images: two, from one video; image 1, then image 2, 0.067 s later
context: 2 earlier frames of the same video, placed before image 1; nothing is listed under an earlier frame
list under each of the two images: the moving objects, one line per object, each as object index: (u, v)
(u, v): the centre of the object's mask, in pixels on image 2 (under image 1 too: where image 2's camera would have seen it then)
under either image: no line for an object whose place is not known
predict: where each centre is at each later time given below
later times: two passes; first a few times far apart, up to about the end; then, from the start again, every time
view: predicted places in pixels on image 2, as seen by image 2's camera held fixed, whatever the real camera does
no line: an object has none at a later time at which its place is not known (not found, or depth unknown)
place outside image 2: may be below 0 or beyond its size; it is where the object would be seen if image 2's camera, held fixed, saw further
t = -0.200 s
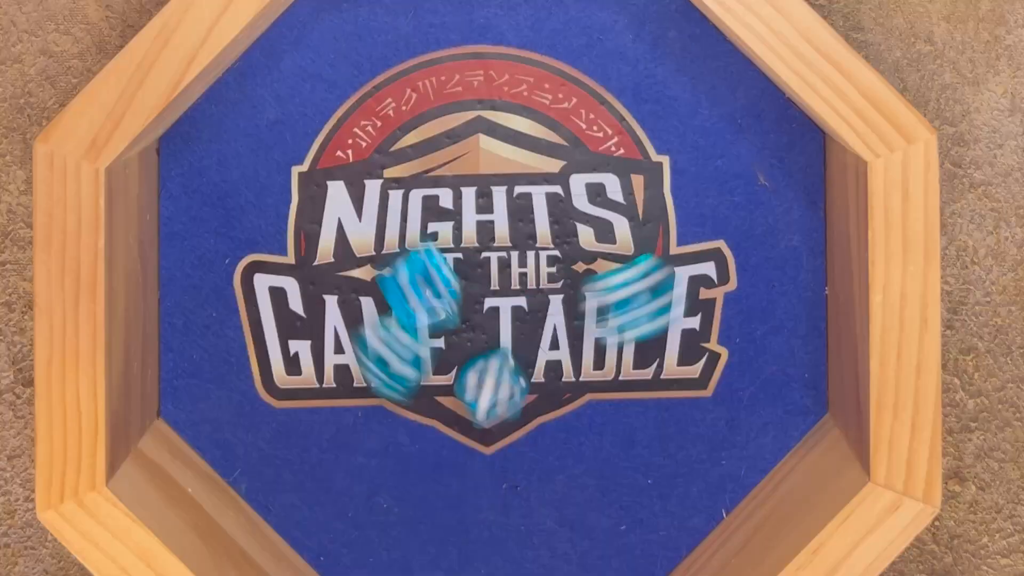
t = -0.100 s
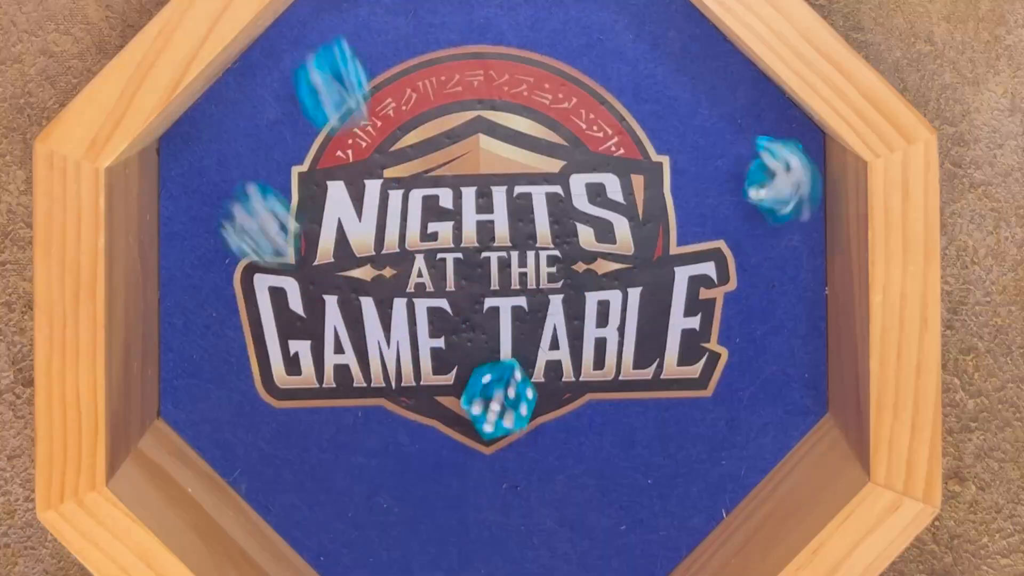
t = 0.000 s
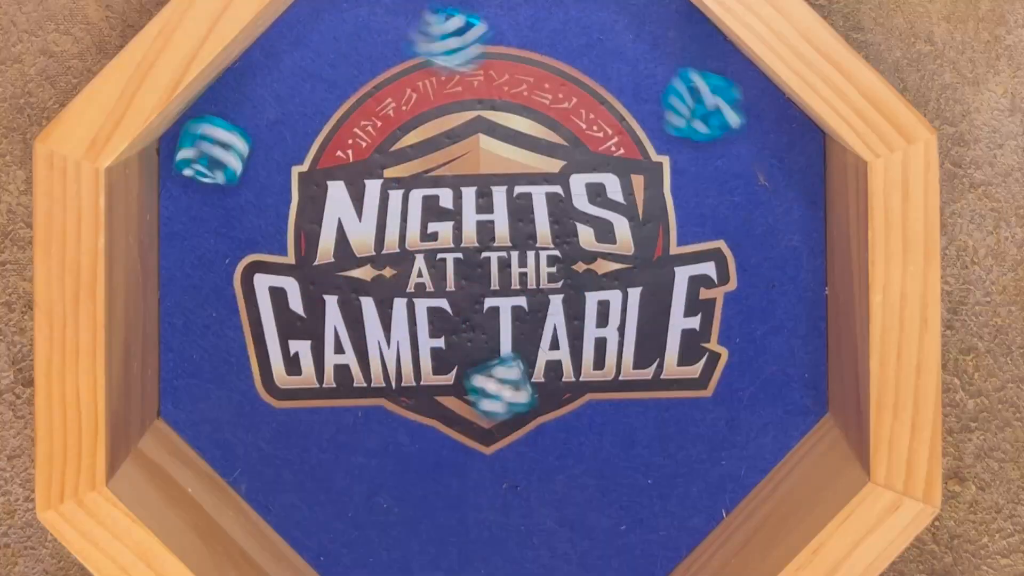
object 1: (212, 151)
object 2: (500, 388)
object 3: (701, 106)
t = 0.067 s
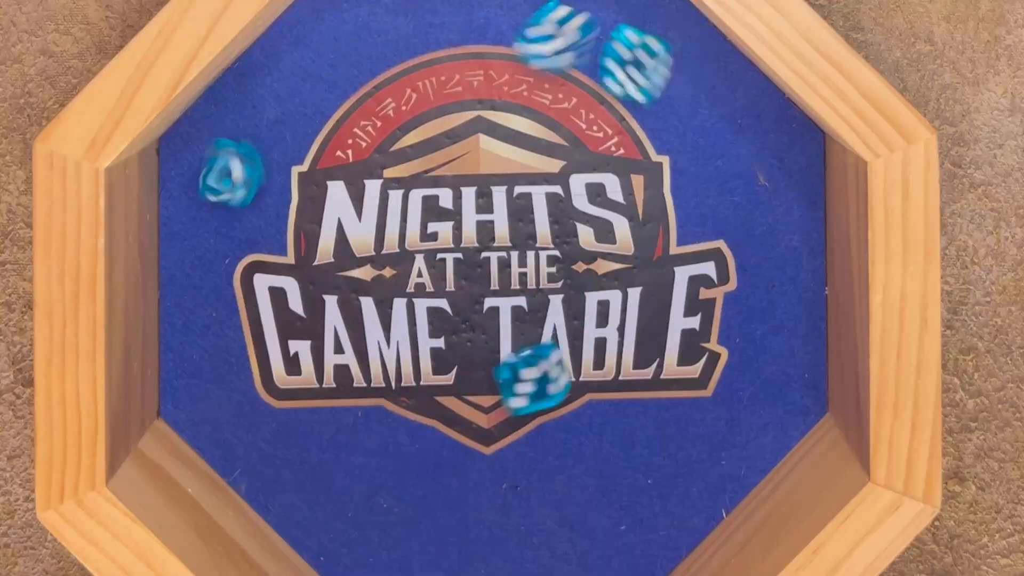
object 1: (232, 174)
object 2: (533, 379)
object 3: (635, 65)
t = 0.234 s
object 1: (251, 191)
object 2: (565, 364)
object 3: (690, 76)
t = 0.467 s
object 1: (250, 189)
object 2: (566, 364)
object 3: (683, 90)
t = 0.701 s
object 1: (250, 189)
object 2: (566, 364)
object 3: (683, 90)
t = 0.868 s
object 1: (250, 189)
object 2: (566, 364)
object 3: (683, 90)
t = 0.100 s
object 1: (240, 184)
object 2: (548, 372)
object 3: (647, 53)
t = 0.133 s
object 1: (245, 190)
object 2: (557, 367)
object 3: (680, 45)
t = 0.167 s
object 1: (248, 191)
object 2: (565, 365)
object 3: (686, 53)
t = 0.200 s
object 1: (250, 193)
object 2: (566, 364)
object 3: (689, 66)
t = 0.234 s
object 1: (251, 191)
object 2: (565, 364)
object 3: (690, 76)
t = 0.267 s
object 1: (251, 190)
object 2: (566, 364)
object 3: (687, 83)
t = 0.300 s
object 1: (250, 189)
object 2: (566, 364)
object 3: (686, 87)
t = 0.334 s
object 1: (250, 189)
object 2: (566, 364)
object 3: (683, 89)
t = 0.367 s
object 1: (250, 189)
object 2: (566, 364)
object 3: (682, 90)
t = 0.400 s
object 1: (250, 189)
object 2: (566, 364)
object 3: (683, 90)
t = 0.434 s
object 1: (250, 189)
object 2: (566, 364)
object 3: (683, 90)
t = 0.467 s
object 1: (250, 189)
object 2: (566, 364)
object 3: (683, 90)
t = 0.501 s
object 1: (250, 189)
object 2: (566, 364)
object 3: (683, 90)
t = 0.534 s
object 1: (250, 189)
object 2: (566, 364)
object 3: (683, 90)
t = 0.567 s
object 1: (250, 189)
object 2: (566, 364)
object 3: (683, 90)
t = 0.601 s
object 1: (250, 189)
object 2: (566, 364)
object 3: (683, 90)
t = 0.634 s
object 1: (250, 189)
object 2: (566, 364)
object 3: (683, 90)
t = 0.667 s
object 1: (250, 189)
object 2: (566, 364)
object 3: (683, 90)
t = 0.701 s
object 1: (250, 189)
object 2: (566, 364)
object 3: (683, 90)
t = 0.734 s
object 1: (250, 189)
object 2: (566, 364)
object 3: (683, 90)
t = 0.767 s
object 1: (250, 189)
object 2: (566, 364)
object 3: (683, 90)
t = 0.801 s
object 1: (250, 189)
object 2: (566, 364)
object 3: (683, 90)
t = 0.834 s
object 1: (250, 189)
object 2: (566, 364)
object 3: (683, 90)
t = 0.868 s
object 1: (250, 189)
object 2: (566, 364)
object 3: (683, 90)
